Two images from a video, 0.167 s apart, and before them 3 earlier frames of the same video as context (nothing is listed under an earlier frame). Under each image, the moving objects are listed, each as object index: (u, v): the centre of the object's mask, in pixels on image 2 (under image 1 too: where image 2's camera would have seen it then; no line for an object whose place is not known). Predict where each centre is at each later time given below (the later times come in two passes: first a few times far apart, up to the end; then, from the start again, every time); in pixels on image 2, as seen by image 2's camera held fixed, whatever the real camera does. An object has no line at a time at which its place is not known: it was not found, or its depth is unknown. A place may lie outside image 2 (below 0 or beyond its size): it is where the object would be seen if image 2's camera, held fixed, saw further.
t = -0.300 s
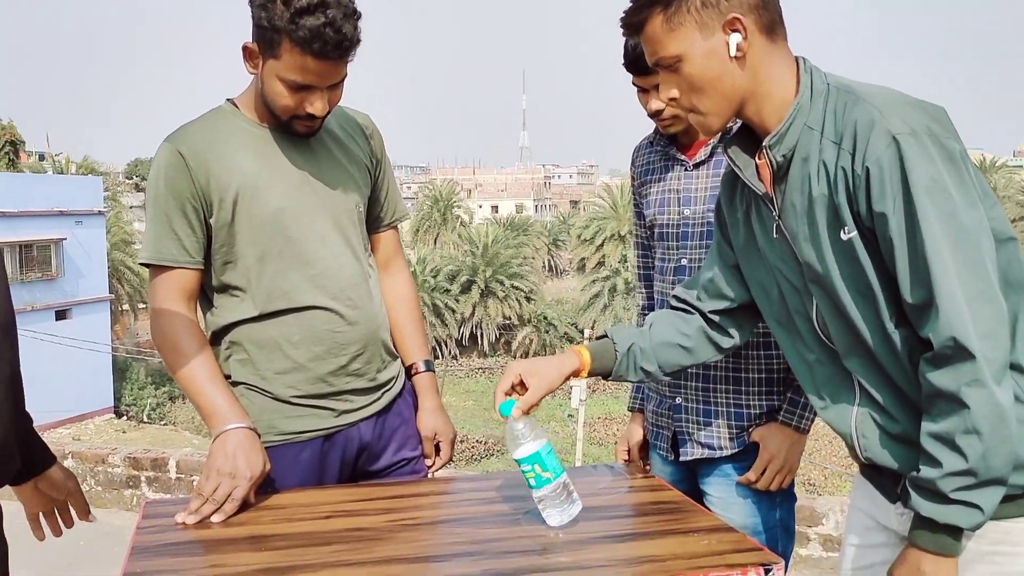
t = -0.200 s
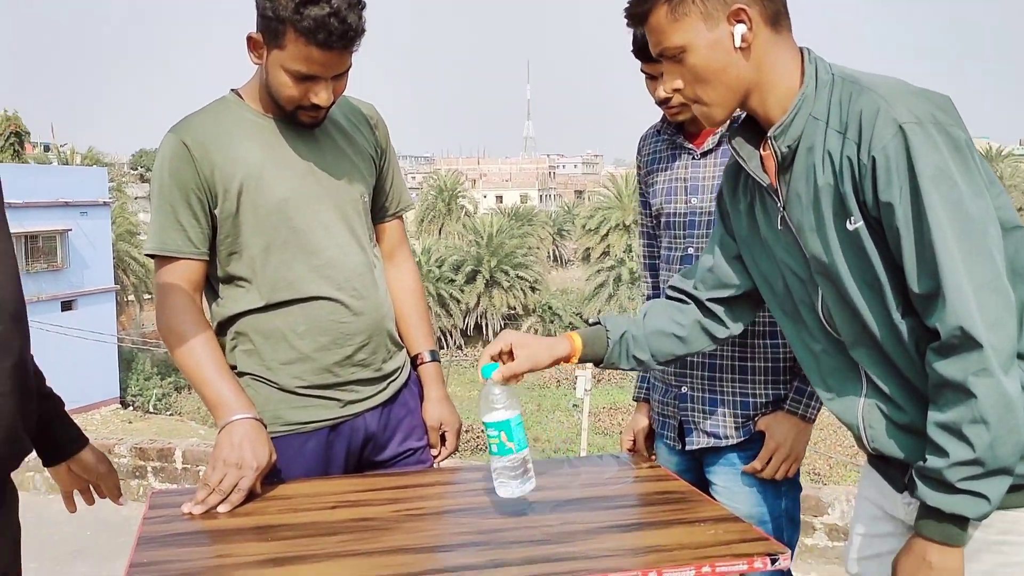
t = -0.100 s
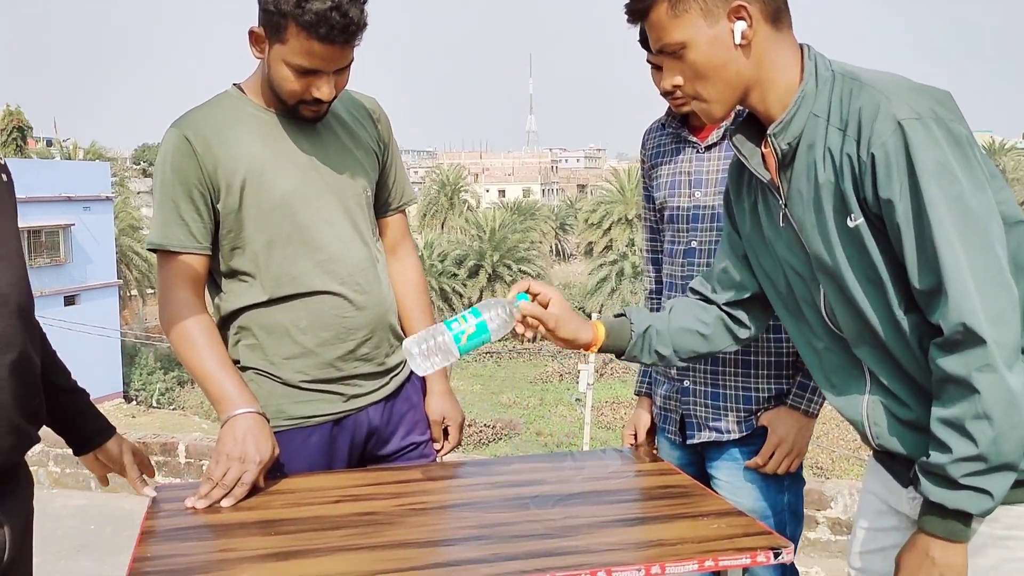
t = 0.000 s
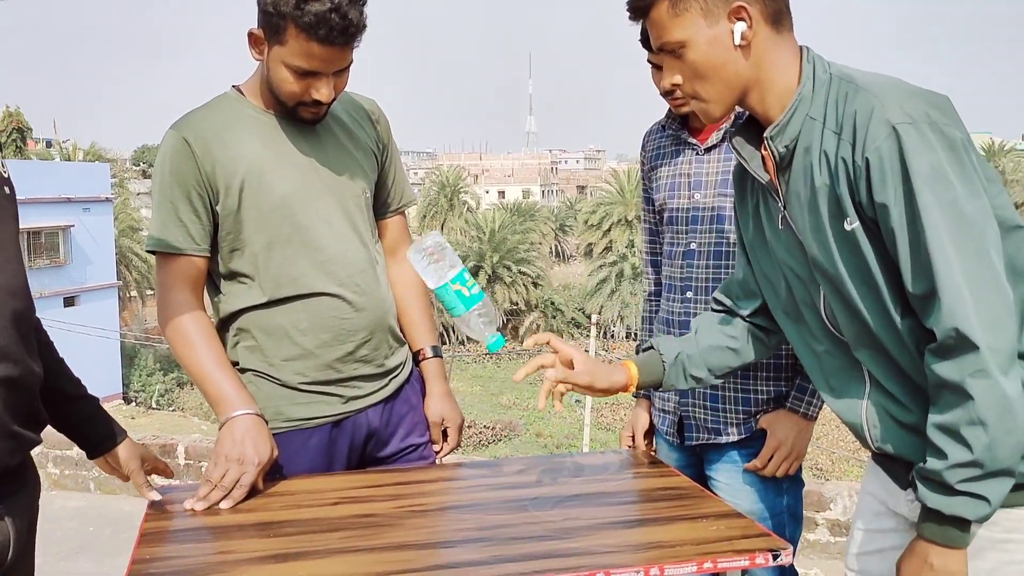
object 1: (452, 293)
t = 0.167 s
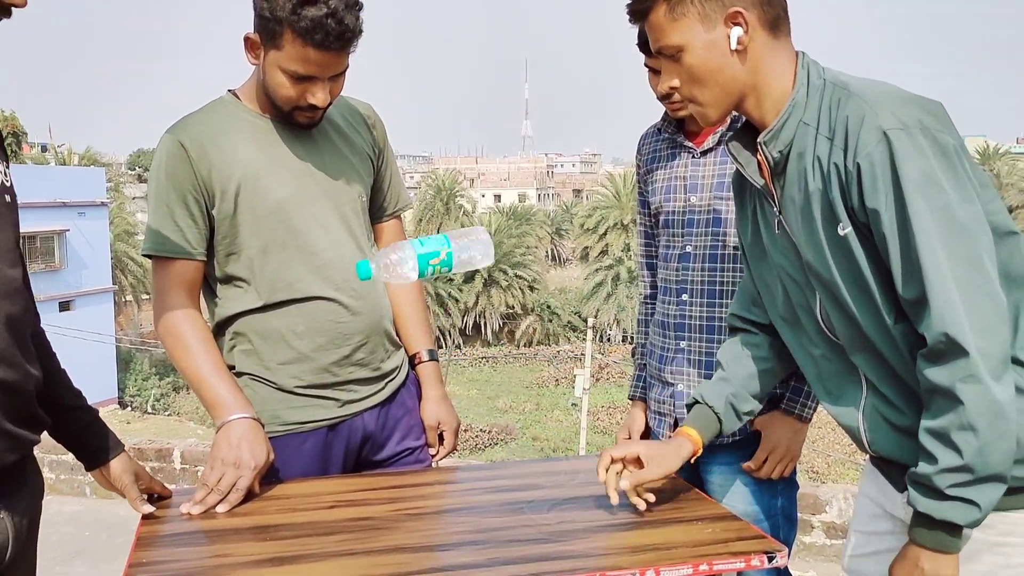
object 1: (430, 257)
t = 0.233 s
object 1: (443, 286)
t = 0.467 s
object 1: (473, 463)
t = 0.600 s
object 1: (461, 468)
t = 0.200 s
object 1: (436, 266)
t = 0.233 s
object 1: (443, 286)
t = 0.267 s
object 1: (450, 314)
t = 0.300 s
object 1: (458, 350)
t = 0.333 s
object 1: (465, 393)
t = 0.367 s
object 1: (472, 444)
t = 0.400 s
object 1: (474, 464)
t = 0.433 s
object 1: (473, 464)
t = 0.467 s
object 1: (473, 463)
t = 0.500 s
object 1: (472, 463)
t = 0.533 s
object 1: (470, 464)
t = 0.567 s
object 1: (466, 466)
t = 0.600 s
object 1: (461, 468)
